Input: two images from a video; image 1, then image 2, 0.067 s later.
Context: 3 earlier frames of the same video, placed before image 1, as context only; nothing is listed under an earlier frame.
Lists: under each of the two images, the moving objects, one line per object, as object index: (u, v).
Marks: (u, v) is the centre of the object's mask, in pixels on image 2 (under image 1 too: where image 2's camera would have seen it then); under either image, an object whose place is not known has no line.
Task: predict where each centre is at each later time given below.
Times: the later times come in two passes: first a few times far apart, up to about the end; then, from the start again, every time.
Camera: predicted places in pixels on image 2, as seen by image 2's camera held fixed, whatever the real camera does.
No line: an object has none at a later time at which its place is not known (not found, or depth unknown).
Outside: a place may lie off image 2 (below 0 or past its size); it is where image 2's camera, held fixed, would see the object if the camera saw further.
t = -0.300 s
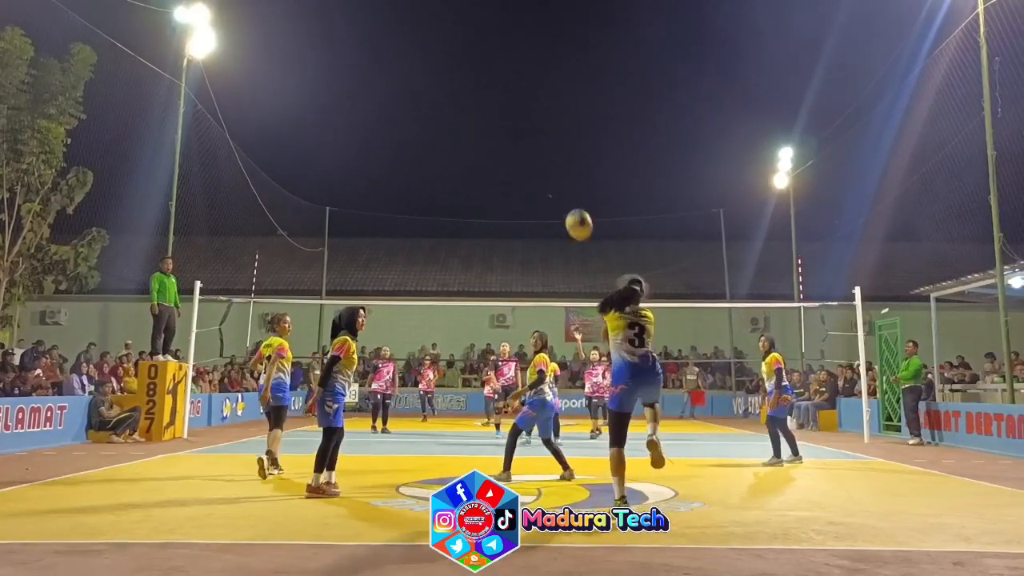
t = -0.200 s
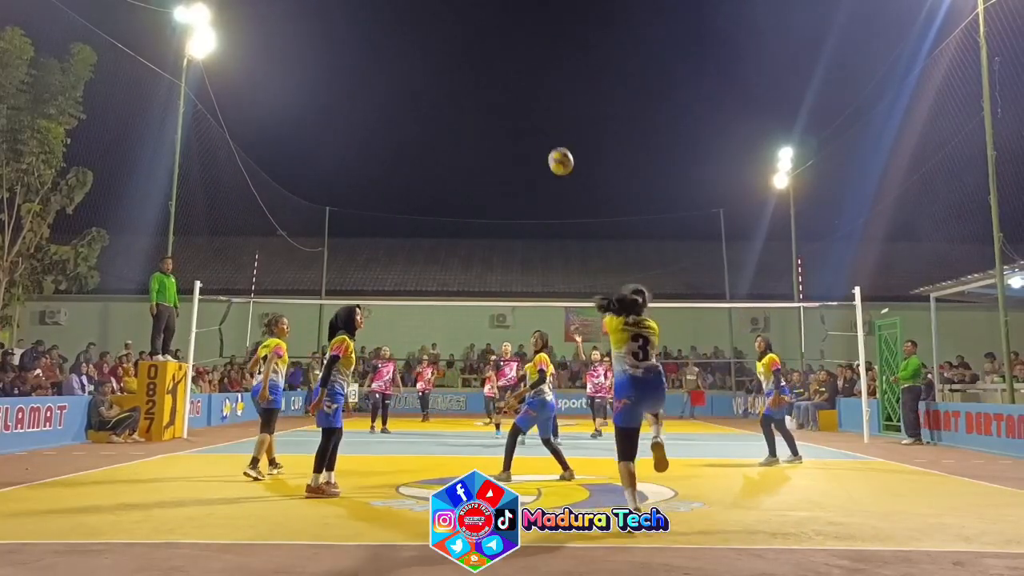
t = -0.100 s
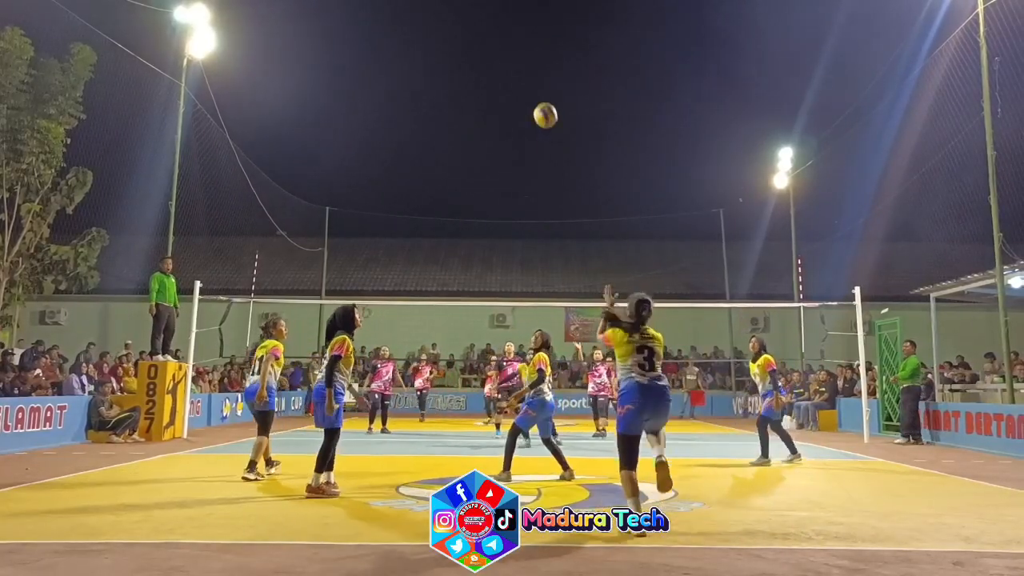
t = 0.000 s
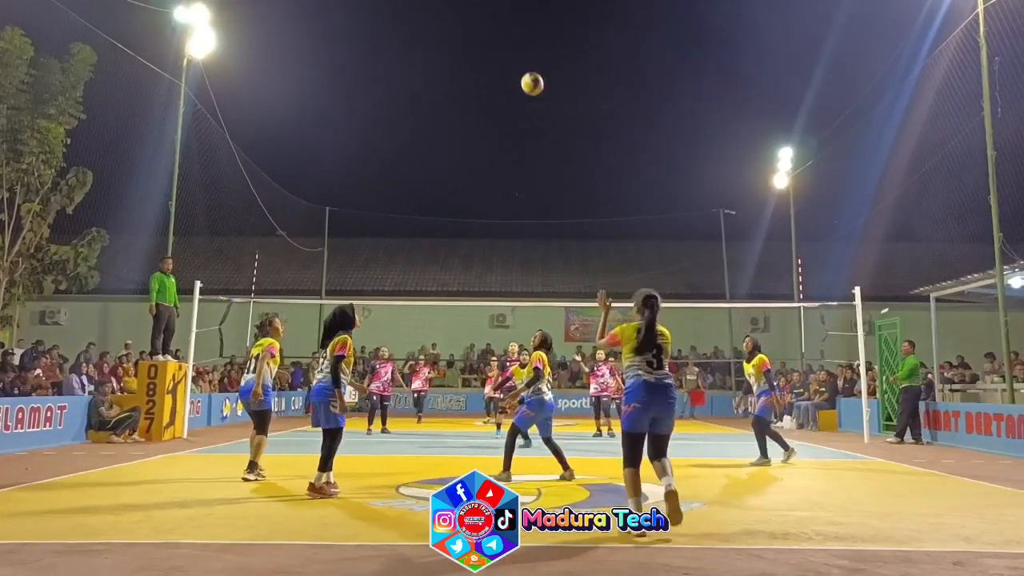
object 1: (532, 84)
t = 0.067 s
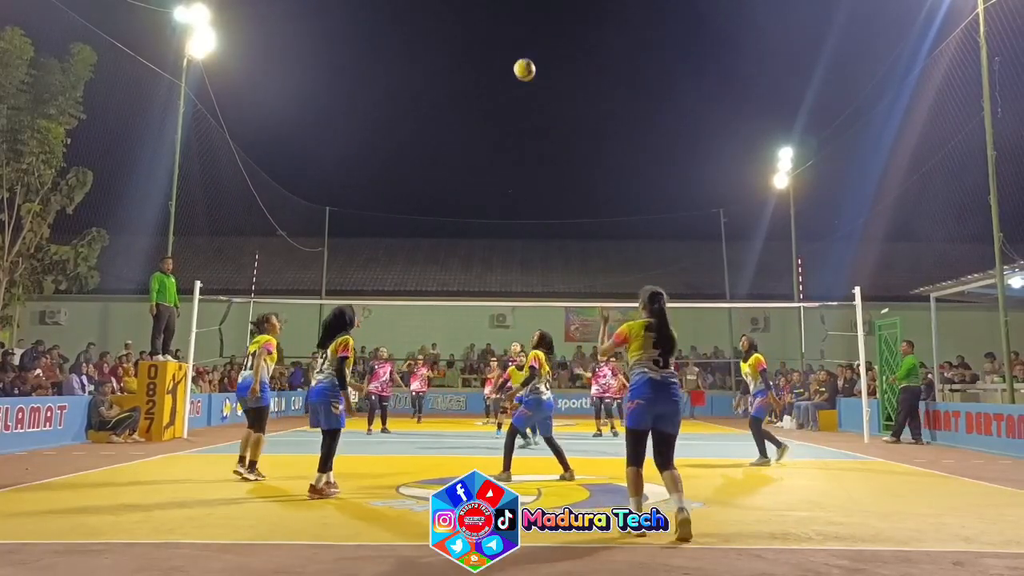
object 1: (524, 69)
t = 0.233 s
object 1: (507, 54)
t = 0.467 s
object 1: (486, 72)
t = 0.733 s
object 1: (465, 137)
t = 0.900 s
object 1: (452, 197)
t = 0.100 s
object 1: (520, 64)
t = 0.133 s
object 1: (517, 60)
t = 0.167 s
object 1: (514, 57)
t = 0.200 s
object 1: (510, 55)
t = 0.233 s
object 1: (507, 54)
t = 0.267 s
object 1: (504, 54)
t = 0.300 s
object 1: (501, 55)
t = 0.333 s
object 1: (498, 56)
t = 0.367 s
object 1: (495, 59)
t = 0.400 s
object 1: (492, 63)
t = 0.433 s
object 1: (489, 67)
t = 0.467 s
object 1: (486, 72)
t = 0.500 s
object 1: (483, 78)
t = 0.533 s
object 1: (481, 84)
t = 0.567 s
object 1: (478, 91)
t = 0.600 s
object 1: (475, 99)
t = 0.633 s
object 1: (472, 108)
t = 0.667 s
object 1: (470, 117)
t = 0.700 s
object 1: (468, 127)
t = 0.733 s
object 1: (465, 137)
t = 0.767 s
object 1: (462, 148)
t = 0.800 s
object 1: (460, 159)
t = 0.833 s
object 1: (457, 172)
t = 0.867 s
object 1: (455, 184)
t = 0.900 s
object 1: (452, 197)
